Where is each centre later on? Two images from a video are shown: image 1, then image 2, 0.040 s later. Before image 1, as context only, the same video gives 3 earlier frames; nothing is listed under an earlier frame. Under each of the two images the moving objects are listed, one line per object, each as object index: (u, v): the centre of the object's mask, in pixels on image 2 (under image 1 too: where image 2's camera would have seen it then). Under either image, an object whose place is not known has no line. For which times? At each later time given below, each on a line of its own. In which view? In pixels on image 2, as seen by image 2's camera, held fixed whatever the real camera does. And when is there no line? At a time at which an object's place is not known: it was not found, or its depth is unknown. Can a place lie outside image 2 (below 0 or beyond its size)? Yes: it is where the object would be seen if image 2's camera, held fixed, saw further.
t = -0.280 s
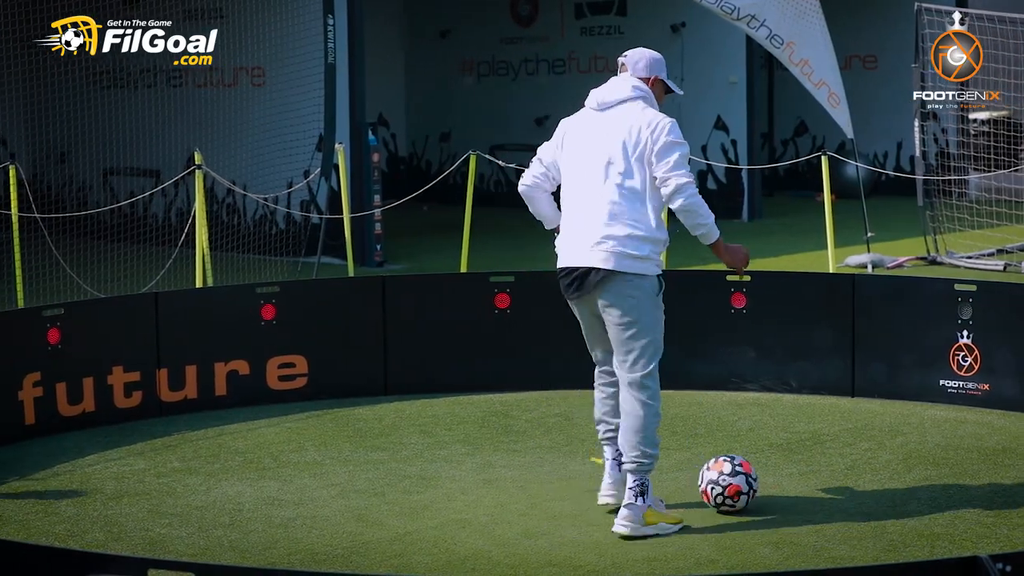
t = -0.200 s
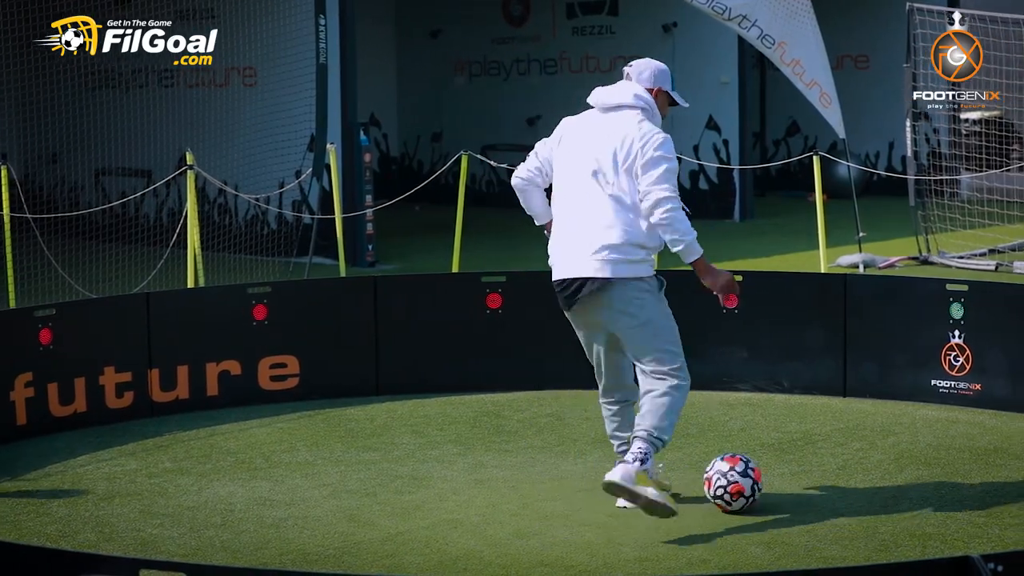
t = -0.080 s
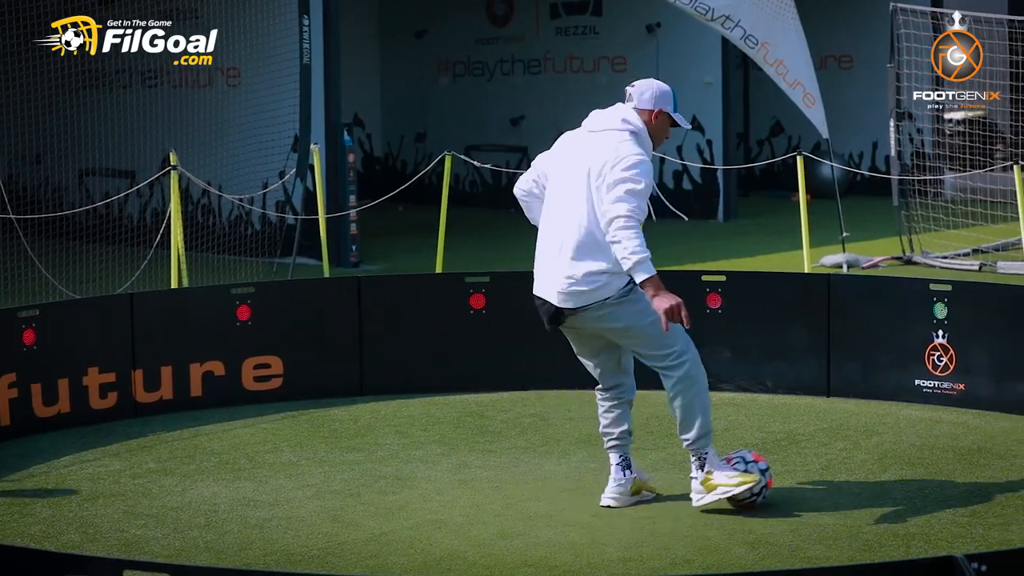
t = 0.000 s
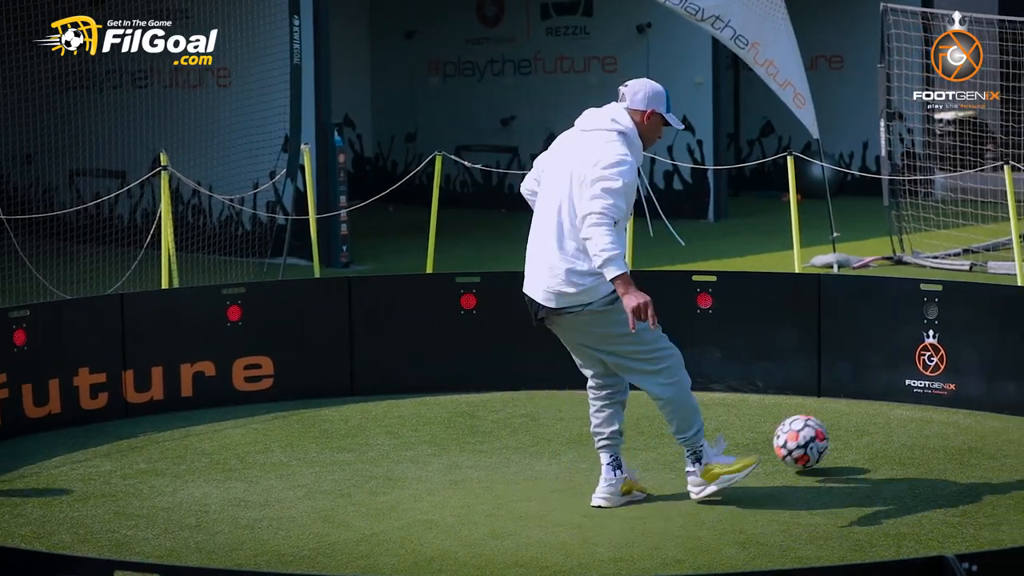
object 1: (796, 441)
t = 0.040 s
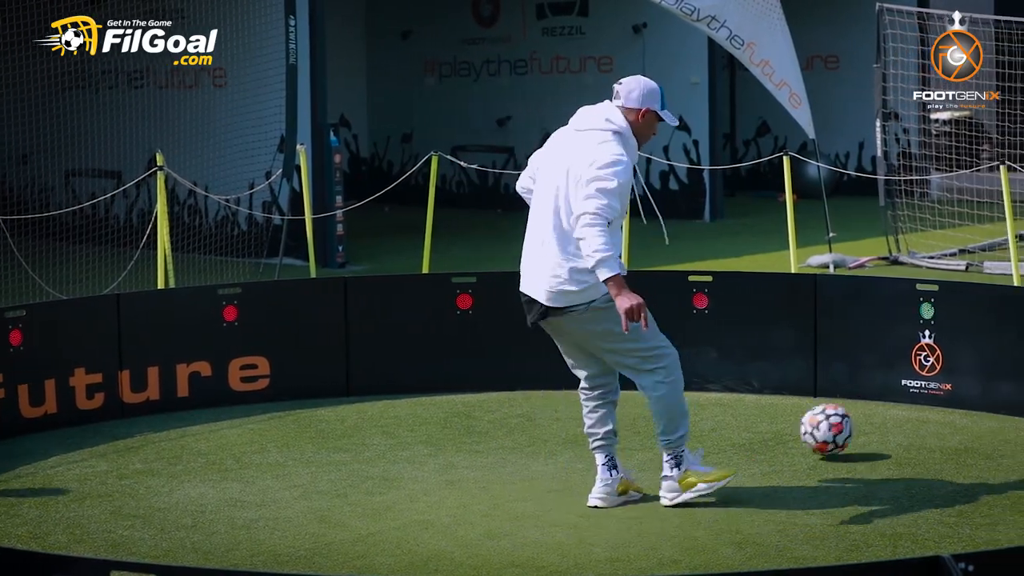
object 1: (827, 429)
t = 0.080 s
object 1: (854, 422)
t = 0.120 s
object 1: (877, 408)
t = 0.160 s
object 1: (898, 396)
